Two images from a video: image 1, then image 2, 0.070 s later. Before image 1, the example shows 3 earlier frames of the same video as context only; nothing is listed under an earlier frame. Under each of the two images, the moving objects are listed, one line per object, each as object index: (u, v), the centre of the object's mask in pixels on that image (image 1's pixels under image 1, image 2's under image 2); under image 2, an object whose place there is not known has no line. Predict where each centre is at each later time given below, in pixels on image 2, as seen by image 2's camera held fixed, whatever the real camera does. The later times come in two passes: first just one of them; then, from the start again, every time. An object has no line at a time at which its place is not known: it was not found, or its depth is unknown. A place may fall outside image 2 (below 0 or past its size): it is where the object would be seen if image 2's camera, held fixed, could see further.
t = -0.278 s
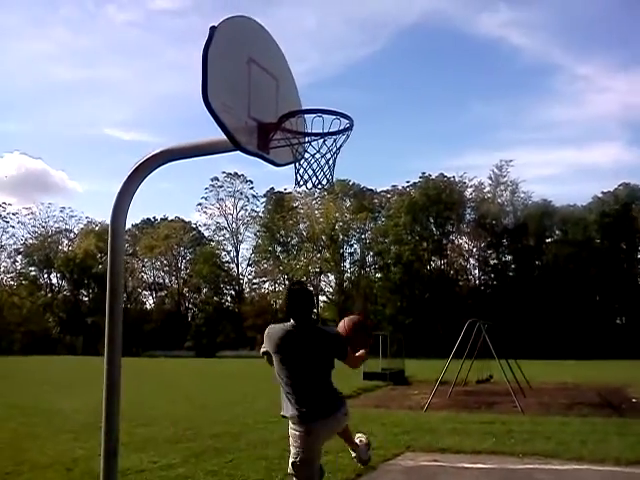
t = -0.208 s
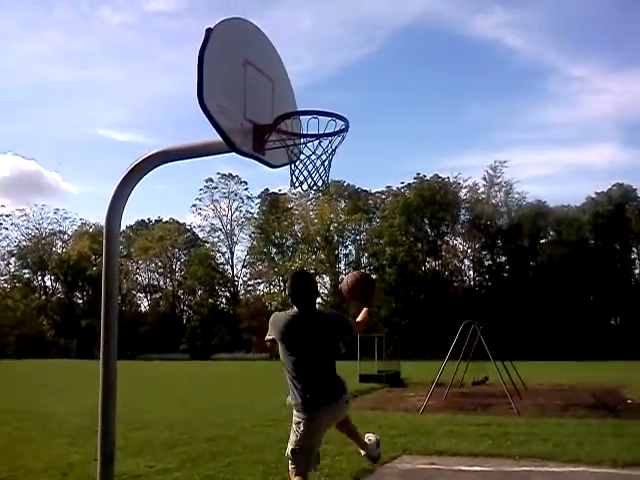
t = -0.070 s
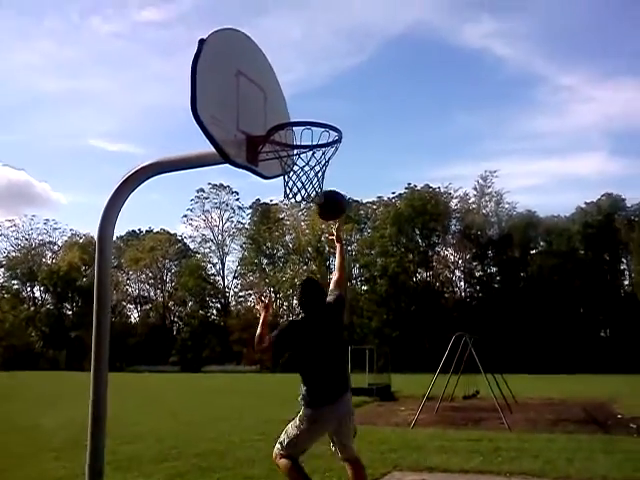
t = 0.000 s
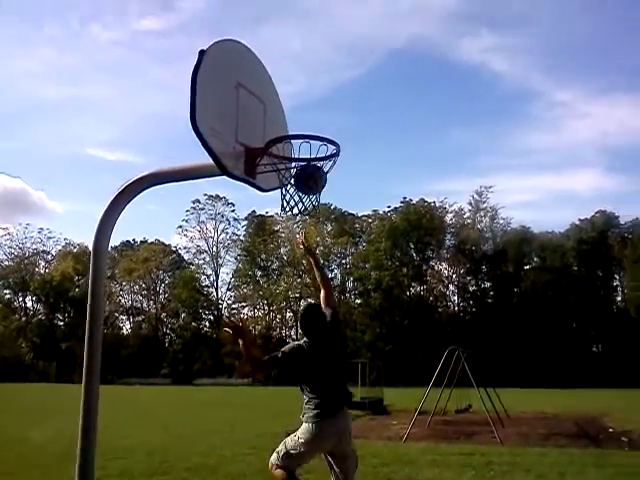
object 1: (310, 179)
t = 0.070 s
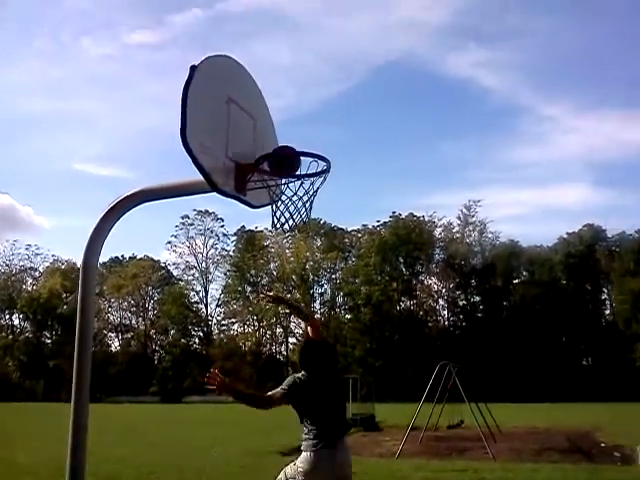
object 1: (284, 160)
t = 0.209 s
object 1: (272, 136)
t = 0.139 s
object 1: (271, 144)
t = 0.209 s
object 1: (272, 136)
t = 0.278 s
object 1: (282, 131)
